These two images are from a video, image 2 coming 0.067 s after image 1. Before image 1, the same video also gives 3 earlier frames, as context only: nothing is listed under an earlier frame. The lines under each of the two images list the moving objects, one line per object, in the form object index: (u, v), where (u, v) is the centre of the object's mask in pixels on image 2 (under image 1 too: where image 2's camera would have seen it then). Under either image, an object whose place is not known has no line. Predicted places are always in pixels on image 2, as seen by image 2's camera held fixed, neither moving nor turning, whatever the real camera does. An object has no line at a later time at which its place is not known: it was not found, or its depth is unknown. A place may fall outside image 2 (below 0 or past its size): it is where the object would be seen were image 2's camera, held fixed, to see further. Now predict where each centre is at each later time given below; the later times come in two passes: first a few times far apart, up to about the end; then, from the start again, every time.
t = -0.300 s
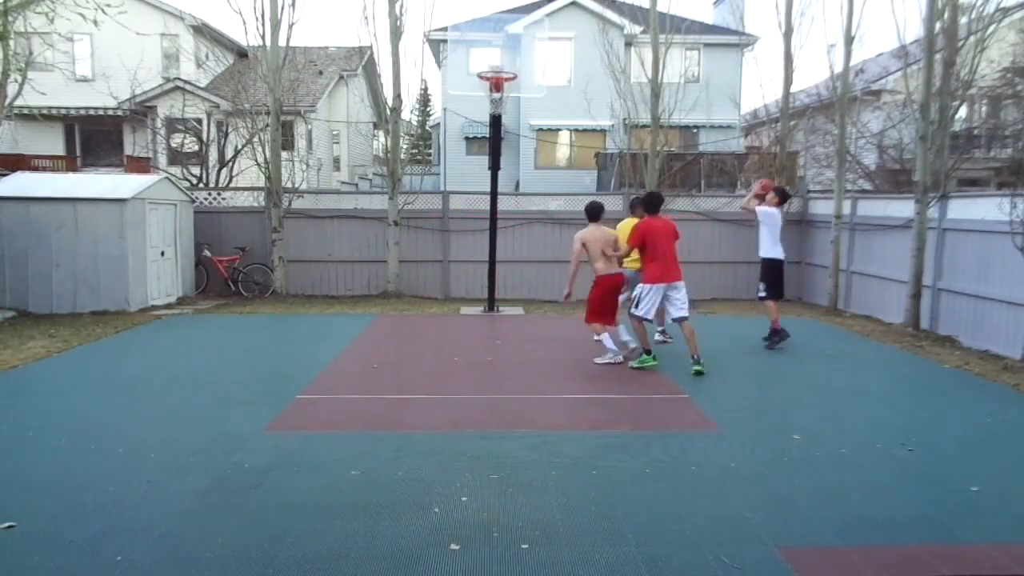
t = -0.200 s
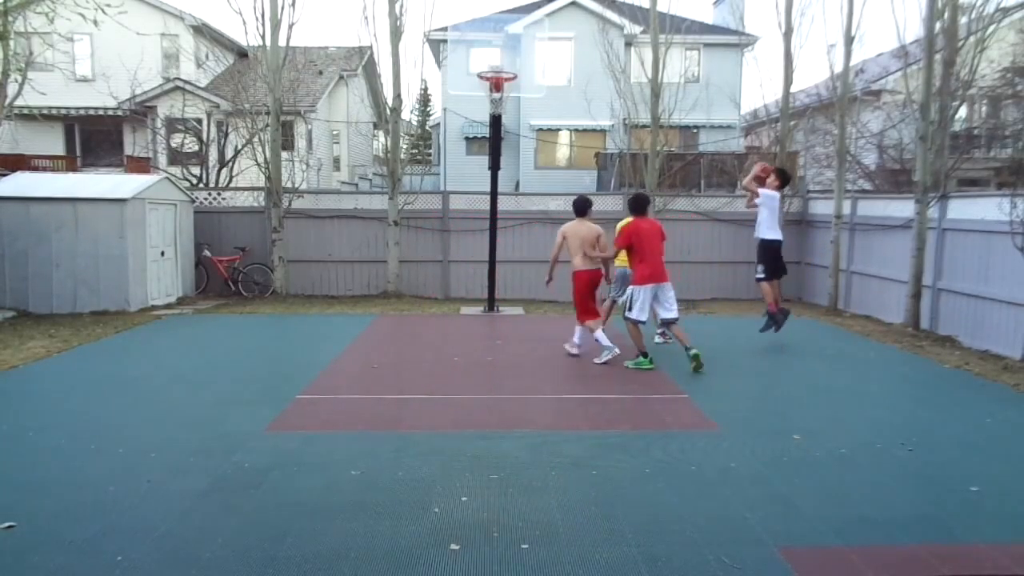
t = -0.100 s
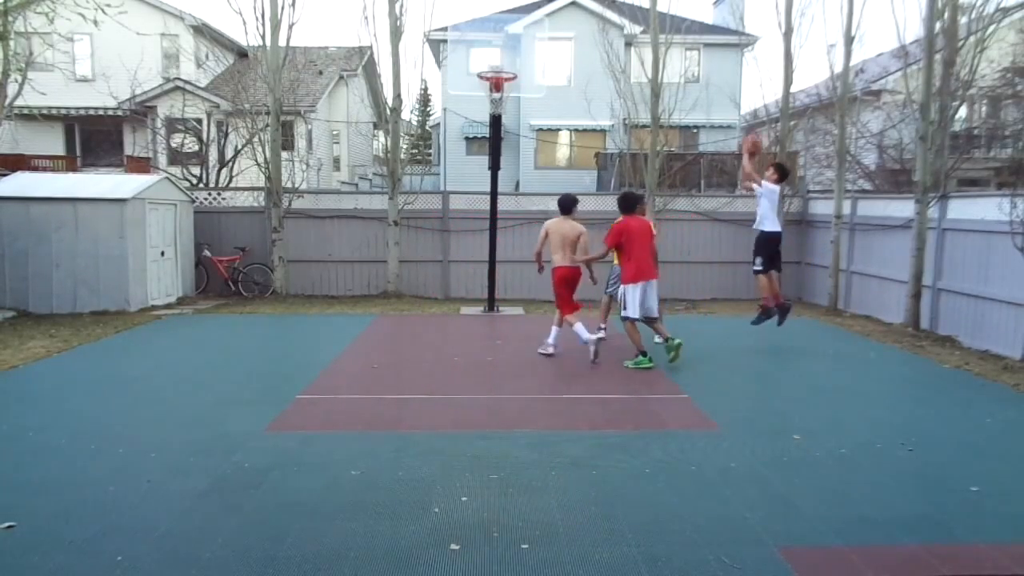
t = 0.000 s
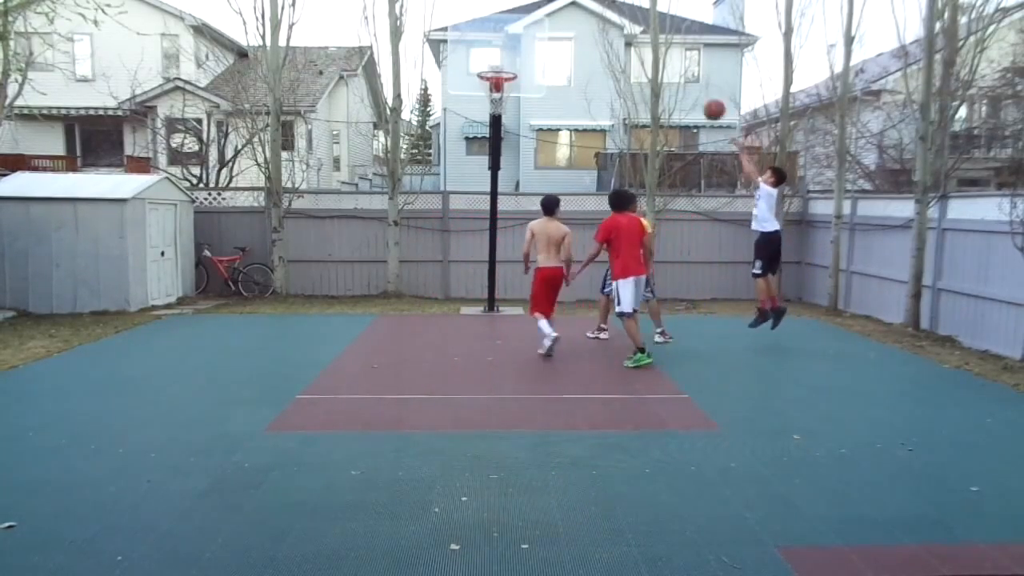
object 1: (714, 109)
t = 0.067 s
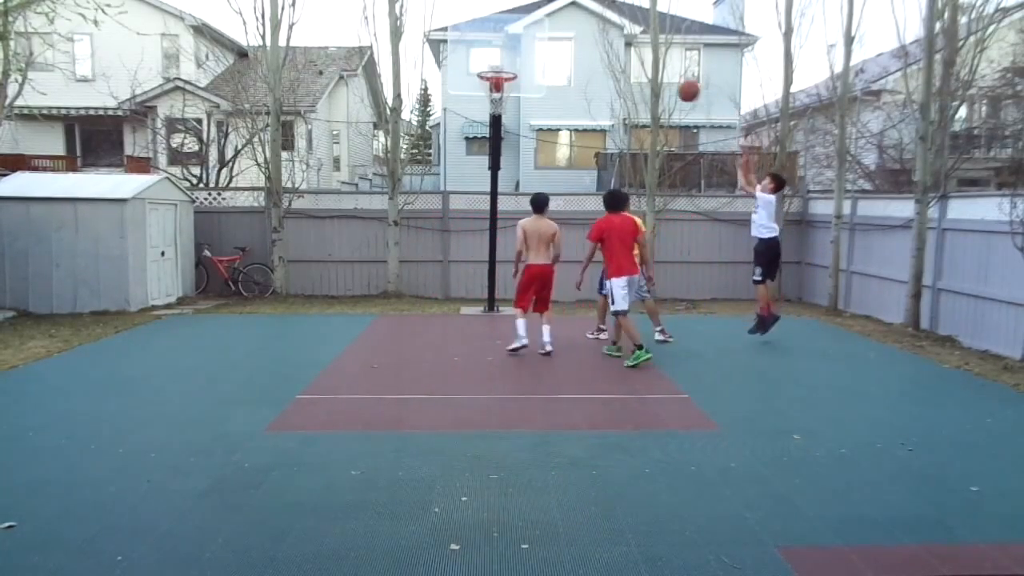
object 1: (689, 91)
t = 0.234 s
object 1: (625, 64)
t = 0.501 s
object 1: (531, 72)
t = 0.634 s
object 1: (544, 98)
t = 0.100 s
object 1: (676, 84)
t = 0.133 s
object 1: (663, 77)
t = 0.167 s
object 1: (650, 72)
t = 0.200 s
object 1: (638, 67)
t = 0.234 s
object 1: (625, 64)
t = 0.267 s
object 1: (614, 61)
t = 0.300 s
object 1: (602, 60)
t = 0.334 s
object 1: (590, 60)
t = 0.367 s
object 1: (578, 60)
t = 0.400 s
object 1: (566, 62)
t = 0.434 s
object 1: (554, 64)
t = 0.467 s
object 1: (542, 67)
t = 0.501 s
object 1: (531, 72)
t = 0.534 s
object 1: (524, 77)
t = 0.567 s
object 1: (531, 83)
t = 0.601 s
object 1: (538, 90)
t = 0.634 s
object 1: (544, 98)
